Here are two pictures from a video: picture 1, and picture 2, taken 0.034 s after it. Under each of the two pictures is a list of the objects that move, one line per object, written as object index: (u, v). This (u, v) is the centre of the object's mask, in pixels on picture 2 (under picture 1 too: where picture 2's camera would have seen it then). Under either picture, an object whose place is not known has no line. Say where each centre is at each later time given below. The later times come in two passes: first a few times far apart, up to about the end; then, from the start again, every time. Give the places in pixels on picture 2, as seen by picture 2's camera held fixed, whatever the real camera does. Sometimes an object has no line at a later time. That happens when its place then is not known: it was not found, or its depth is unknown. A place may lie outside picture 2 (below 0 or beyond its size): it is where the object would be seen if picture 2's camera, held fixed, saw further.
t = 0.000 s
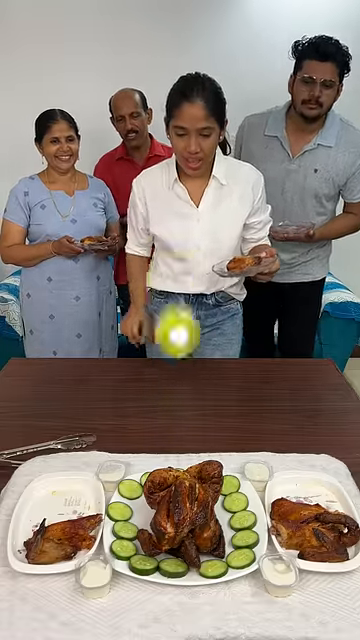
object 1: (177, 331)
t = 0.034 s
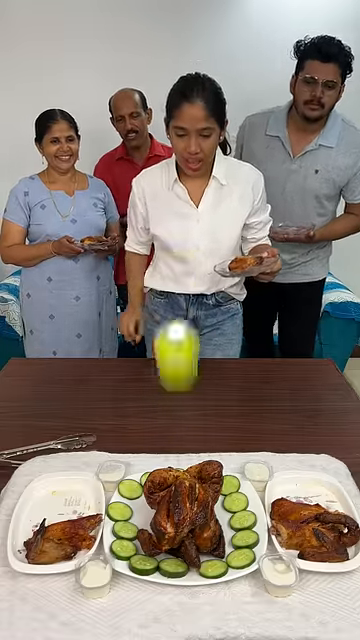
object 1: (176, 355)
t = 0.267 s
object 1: (190, 394)
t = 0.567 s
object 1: (200, 409)
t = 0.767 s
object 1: (192, 404)
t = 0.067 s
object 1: (177, 382)
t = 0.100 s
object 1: (176, 403)
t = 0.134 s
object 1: (175, 400)
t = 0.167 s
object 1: (179, 396)
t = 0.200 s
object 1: (183, 395)
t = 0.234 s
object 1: (187, 395)
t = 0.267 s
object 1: (190, 394)
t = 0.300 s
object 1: (194, 393)
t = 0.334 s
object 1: (197, 394)
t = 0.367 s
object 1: (200, 396)
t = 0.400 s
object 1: (203, 399)
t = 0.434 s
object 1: (207, 405)
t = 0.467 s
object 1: (207, 410)
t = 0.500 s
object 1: (204, 408)
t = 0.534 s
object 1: (203, 410)
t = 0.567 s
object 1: (200, 409)
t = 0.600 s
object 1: (198, 408)
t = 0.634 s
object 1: (196, 407)
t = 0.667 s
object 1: (195, 406)
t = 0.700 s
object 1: (195, 406)
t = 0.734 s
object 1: (194, 405)
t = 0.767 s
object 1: (192, 404)
